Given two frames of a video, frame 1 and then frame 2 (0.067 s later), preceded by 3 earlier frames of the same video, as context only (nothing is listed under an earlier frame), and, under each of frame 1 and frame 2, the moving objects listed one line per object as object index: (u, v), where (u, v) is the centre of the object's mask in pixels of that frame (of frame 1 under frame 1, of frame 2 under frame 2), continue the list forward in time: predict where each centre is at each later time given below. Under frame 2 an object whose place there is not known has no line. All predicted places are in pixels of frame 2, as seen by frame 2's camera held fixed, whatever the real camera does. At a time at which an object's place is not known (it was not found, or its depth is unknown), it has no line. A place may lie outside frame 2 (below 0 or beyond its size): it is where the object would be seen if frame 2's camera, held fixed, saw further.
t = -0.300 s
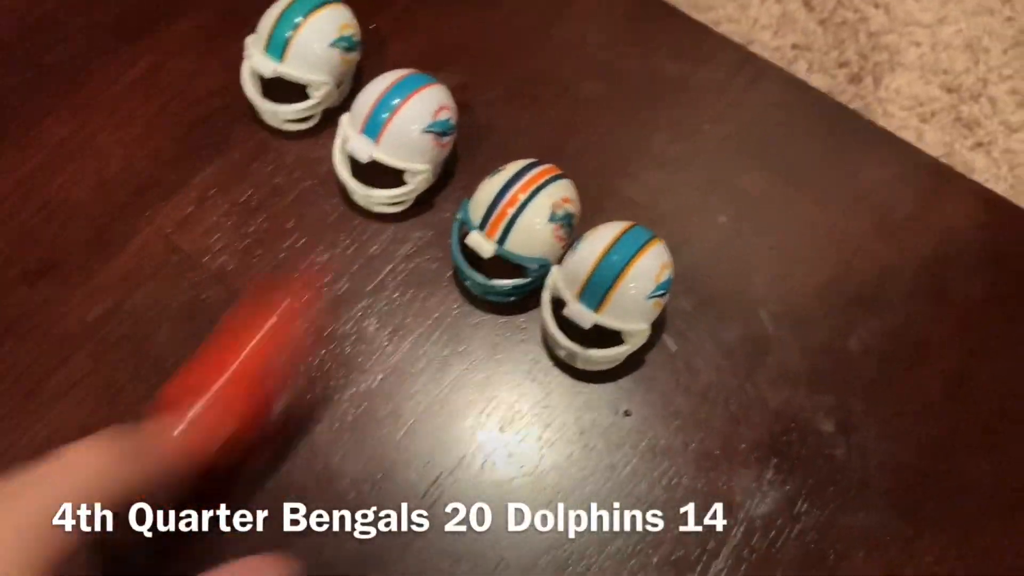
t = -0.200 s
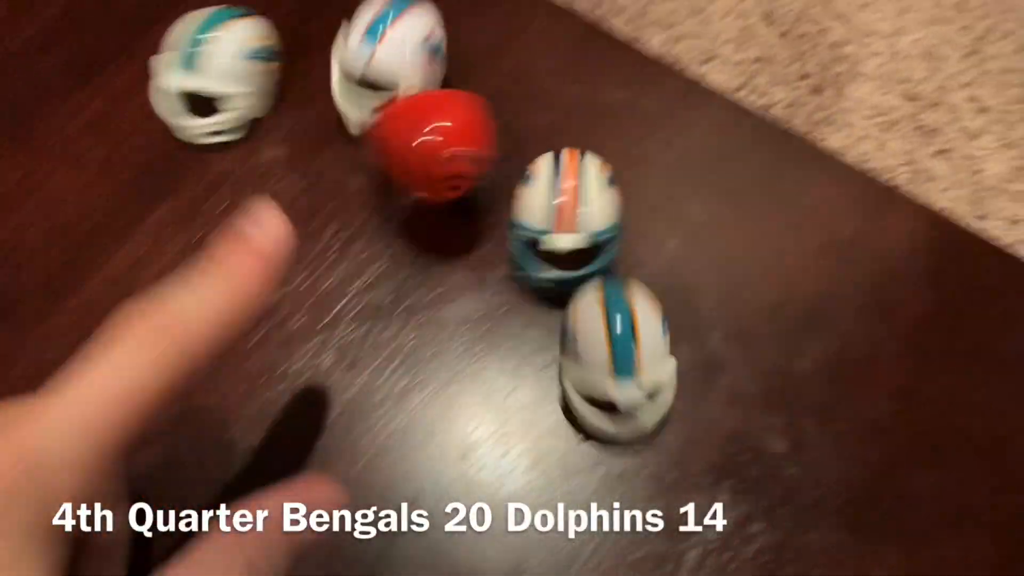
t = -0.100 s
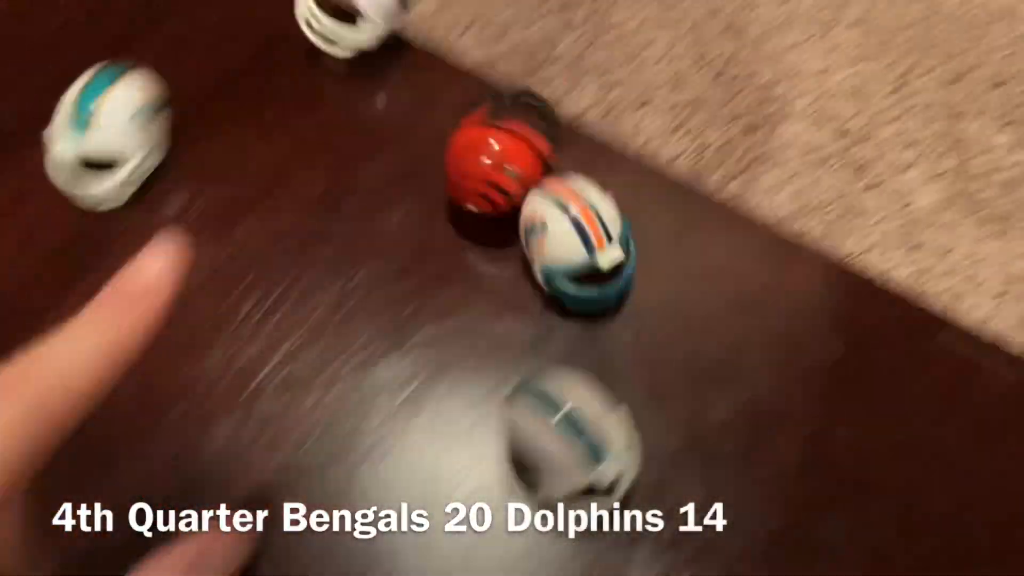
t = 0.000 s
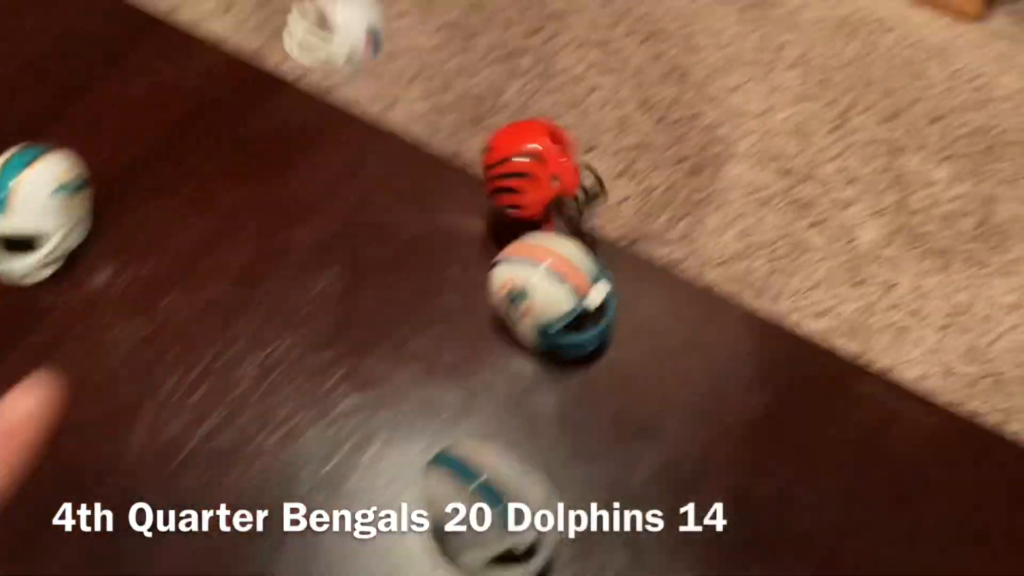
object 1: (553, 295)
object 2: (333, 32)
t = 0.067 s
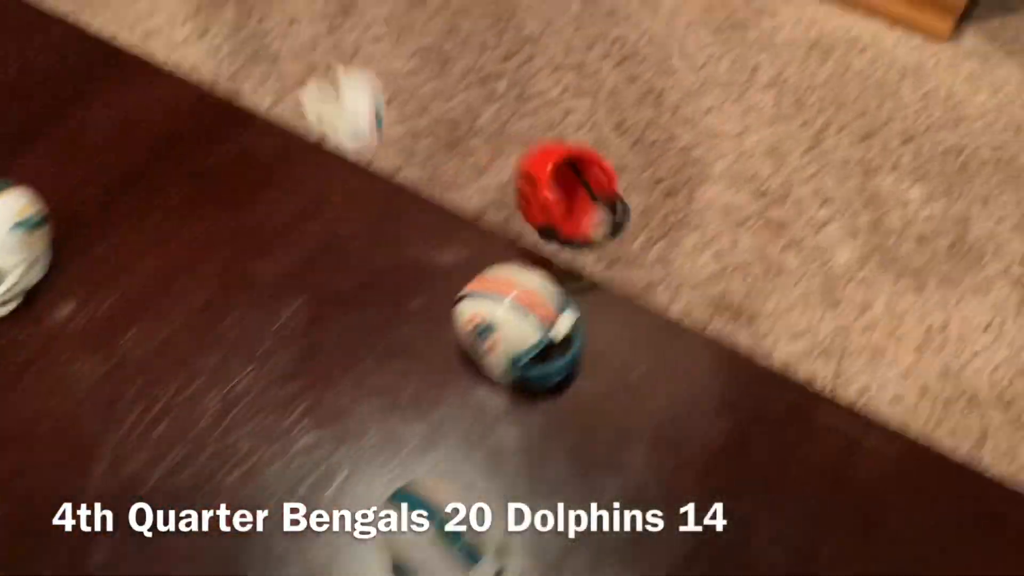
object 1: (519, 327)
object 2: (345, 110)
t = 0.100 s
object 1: (515, 328)
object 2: (363, 139)
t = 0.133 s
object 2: (383, 165)
